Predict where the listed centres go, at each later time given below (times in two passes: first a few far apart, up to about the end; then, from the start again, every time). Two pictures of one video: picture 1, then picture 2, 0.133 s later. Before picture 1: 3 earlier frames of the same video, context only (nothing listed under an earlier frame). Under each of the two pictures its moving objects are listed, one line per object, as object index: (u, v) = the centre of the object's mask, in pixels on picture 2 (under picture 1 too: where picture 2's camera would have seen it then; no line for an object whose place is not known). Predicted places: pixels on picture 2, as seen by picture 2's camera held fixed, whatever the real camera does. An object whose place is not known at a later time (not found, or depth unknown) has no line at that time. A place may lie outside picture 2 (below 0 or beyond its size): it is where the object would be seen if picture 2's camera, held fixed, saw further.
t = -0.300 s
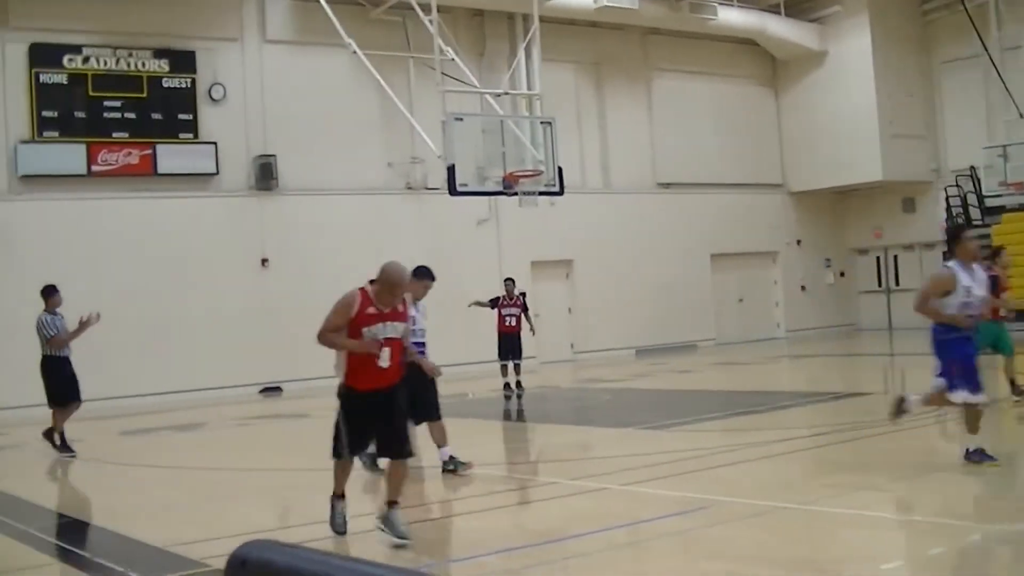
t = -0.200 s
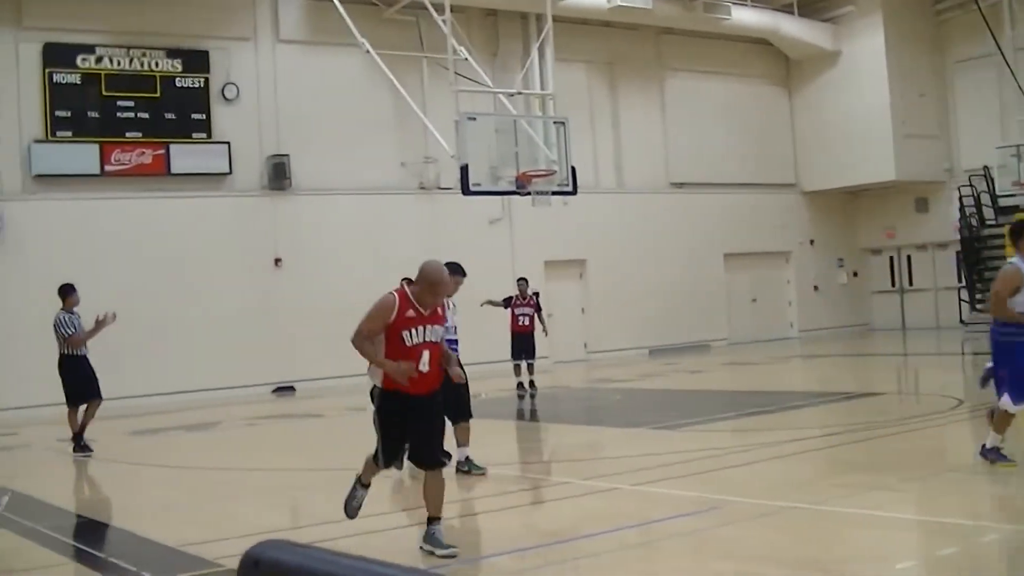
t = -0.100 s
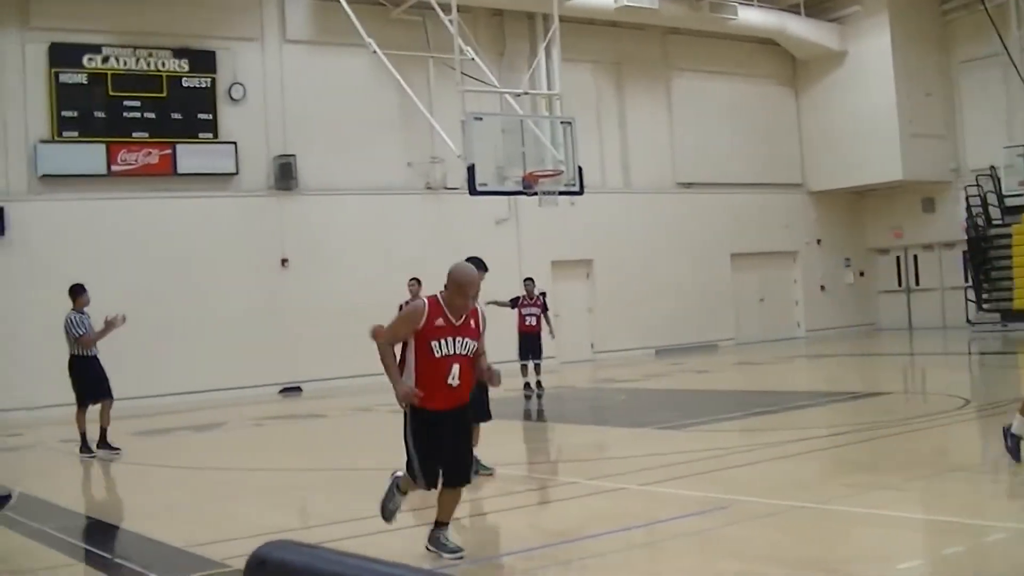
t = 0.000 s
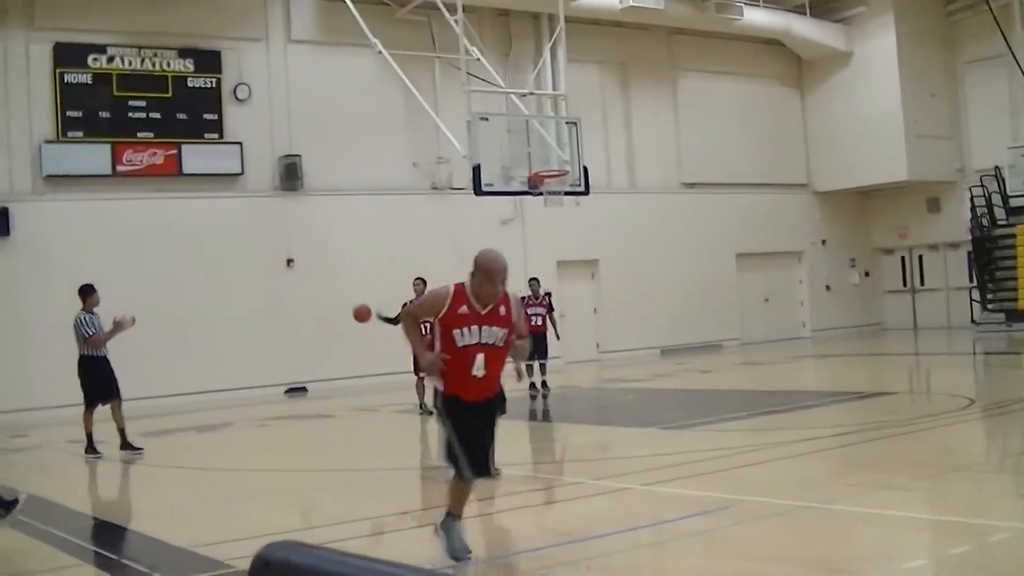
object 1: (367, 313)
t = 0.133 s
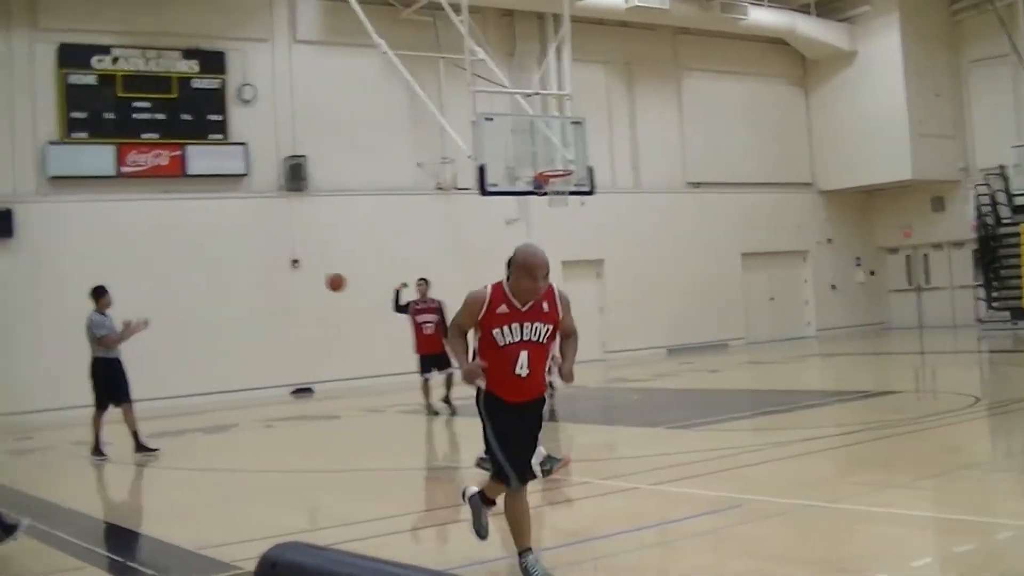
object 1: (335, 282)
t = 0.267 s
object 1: (304, 264)
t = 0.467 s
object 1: (257, 262)
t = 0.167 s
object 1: (327, 276)
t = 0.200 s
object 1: (318, 272)
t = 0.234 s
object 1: (311, 268)
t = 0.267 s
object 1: (304, 264)
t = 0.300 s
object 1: (296, 261)
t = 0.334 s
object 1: (288, 259)
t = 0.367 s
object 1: (280, 259)
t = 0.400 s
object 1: (273, 259)
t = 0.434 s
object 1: (265, 260)
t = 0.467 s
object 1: (257, 262)
